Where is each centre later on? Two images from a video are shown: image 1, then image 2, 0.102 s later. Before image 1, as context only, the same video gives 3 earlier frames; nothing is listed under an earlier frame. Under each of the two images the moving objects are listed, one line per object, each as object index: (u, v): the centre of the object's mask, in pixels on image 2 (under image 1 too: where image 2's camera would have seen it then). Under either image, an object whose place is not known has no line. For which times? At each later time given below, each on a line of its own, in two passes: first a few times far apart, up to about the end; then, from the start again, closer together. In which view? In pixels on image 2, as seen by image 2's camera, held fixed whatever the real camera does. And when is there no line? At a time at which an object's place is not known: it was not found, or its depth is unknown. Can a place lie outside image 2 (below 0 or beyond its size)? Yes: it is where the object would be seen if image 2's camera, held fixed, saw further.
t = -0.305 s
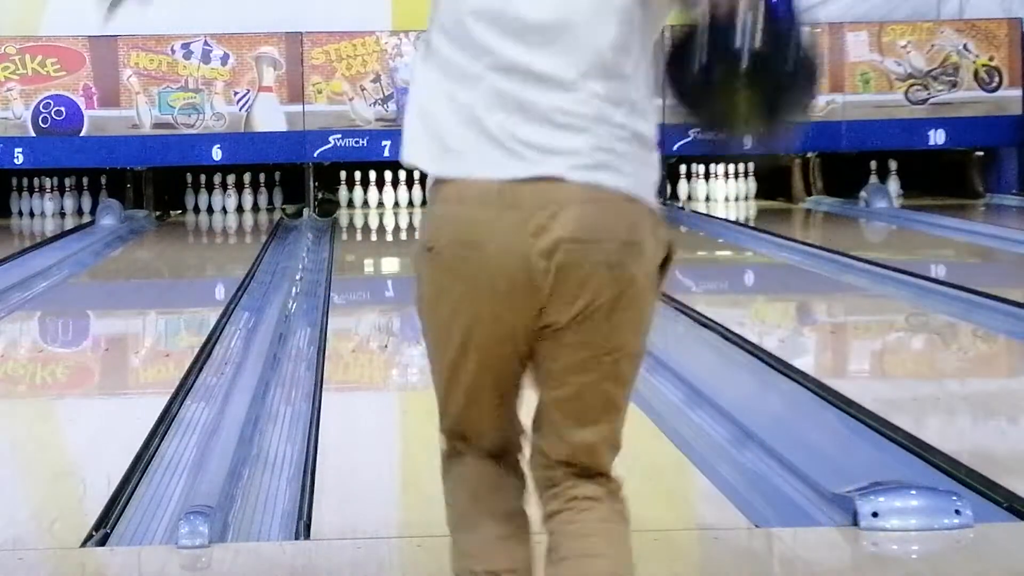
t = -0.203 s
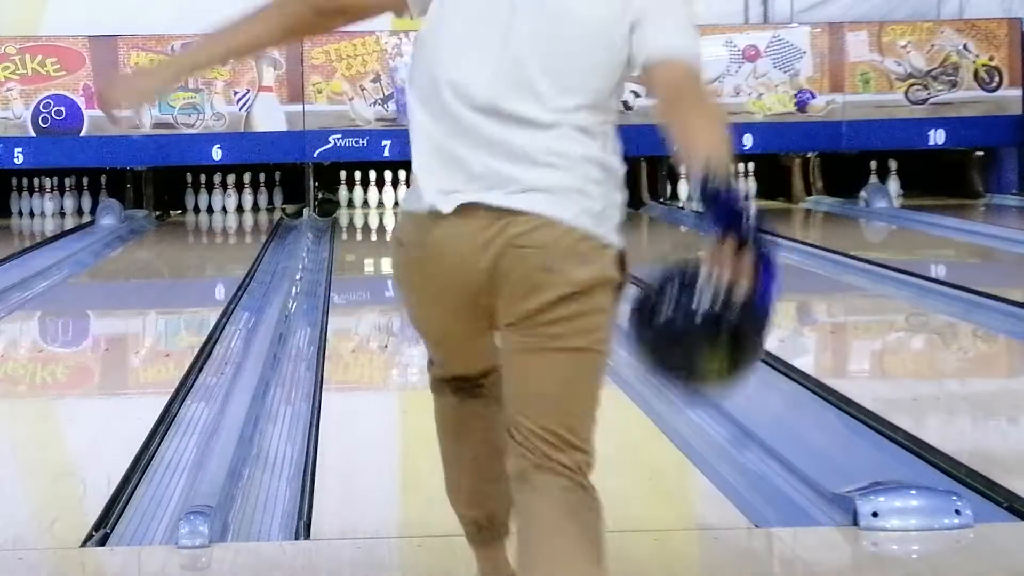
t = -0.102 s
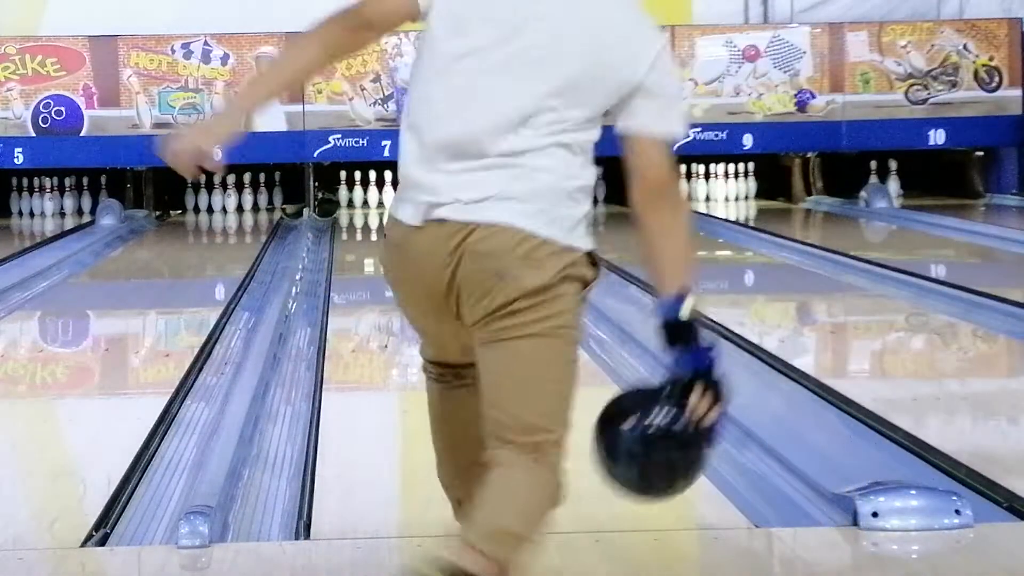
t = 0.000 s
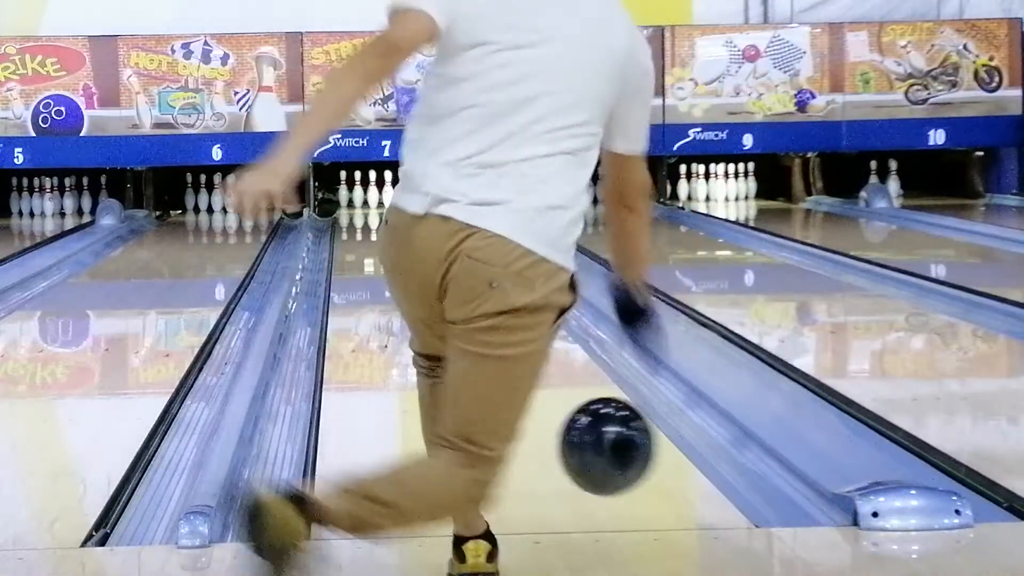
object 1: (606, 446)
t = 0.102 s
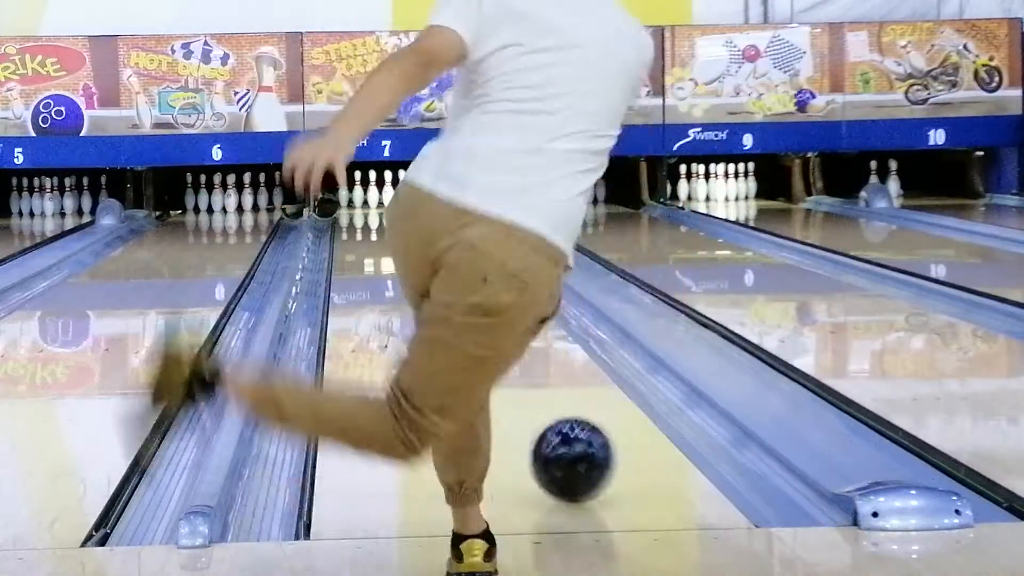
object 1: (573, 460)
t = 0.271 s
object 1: (531, 397)
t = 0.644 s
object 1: (471, 311)
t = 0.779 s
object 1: (466, 293)
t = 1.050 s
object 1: (447, 265)
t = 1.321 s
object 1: (433, 245)
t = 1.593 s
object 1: (422, 230)
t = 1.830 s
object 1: (411, 219)
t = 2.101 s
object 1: (398, 209)
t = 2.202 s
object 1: (393, 206)
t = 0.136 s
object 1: (562, 443)
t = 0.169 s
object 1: (553, 430)
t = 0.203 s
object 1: (545, 419)
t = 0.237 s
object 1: (538, 408)
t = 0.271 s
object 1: (531, 397)
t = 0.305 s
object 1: (527, 388)
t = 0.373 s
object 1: (512, 385)
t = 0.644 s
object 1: (471, 311)
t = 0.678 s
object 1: (475, 307)
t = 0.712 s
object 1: (471, 302)
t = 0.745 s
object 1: (468, 298)
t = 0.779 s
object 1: (466, 293)
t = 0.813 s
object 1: (463, 289)
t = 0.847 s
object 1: (460, 285)
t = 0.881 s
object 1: (458, 281)
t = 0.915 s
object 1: (455, 278)
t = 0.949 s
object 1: (453, 274)
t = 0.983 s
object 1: (451, 271)
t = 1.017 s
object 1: (449, 268)
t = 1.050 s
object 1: (447, 265)
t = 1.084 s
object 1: (445, 262)
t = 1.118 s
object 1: (443, 259)
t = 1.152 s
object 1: (441, 257)
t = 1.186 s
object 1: (439, 255)
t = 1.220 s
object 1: (437, 252)
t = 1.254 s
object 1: (435, 250)
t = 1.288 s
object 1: (434, 248)
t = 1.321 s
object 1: (433, 245)
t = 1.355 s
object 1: (431, 243)
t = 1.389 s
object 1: (429, 241)
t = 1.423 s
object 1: (428, 238)
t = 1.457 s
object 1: (426, 236)
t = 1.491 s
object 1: (425, 234)
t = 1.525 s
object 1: (423, 233)
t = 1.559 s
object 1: (422, 230)
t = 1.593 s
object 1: (422, 230)
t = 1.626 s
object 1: (420, 228)
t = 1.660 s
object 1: (417, 226)
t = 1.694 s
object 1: (417, 224)
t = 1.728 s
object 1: (414, 222)
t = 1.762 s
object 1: (413, 221)
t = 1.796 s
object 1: (412, 220)
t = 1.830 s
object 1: (411, 219)
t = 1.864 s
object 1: (410, 217)
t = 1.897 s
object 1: (407, 216)
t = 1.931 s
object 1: (406, 214)
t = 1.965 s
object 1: (404, 213)
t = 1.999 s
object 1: (403, 212)
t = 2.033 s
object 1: (402, 210)
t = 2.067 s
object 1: (400, 210)
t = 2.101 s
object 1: (398, 209)
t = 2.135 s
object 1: (397, 207)
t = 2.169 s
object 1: (395, 206)
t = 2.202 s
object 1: (393, 206)
